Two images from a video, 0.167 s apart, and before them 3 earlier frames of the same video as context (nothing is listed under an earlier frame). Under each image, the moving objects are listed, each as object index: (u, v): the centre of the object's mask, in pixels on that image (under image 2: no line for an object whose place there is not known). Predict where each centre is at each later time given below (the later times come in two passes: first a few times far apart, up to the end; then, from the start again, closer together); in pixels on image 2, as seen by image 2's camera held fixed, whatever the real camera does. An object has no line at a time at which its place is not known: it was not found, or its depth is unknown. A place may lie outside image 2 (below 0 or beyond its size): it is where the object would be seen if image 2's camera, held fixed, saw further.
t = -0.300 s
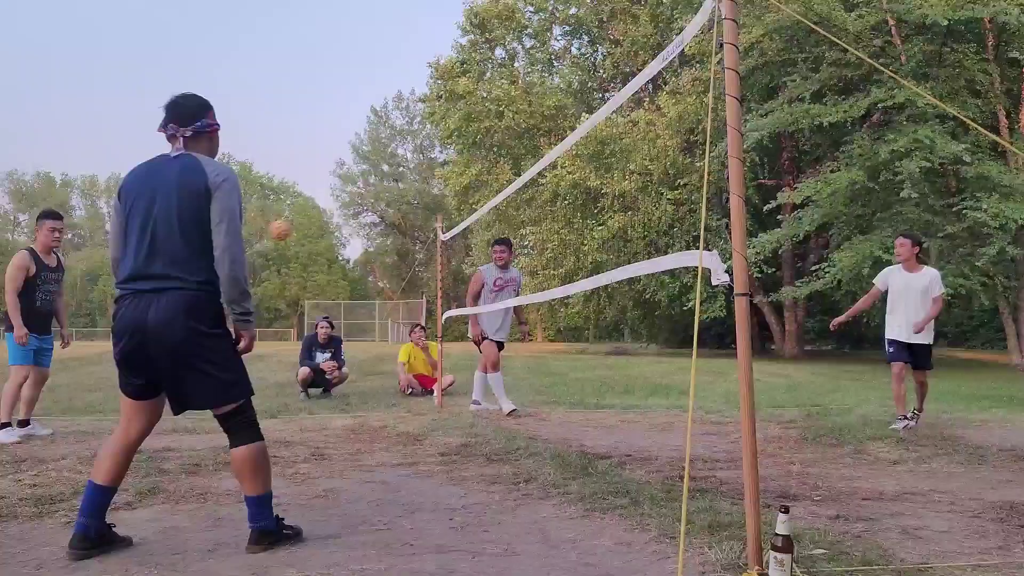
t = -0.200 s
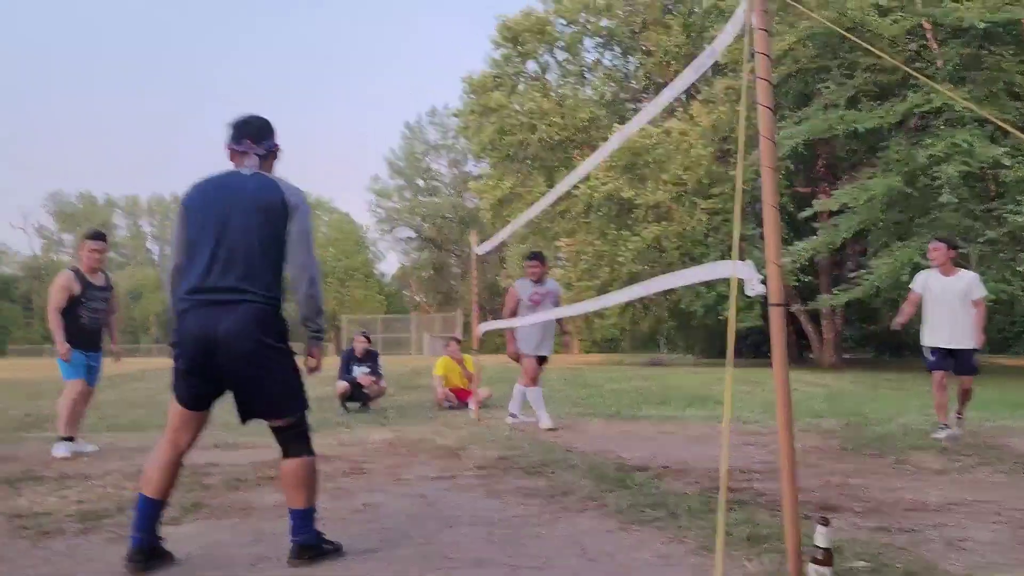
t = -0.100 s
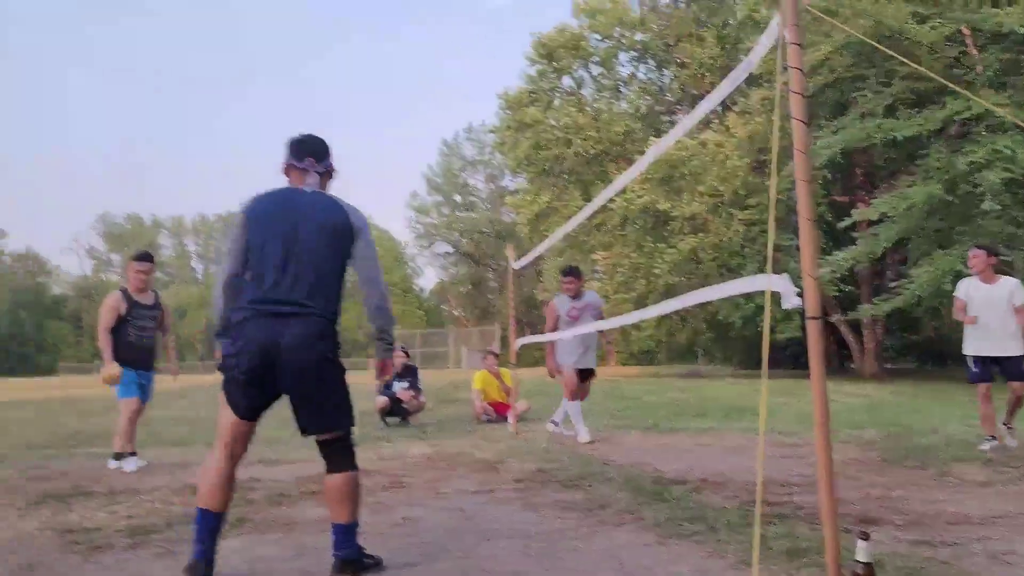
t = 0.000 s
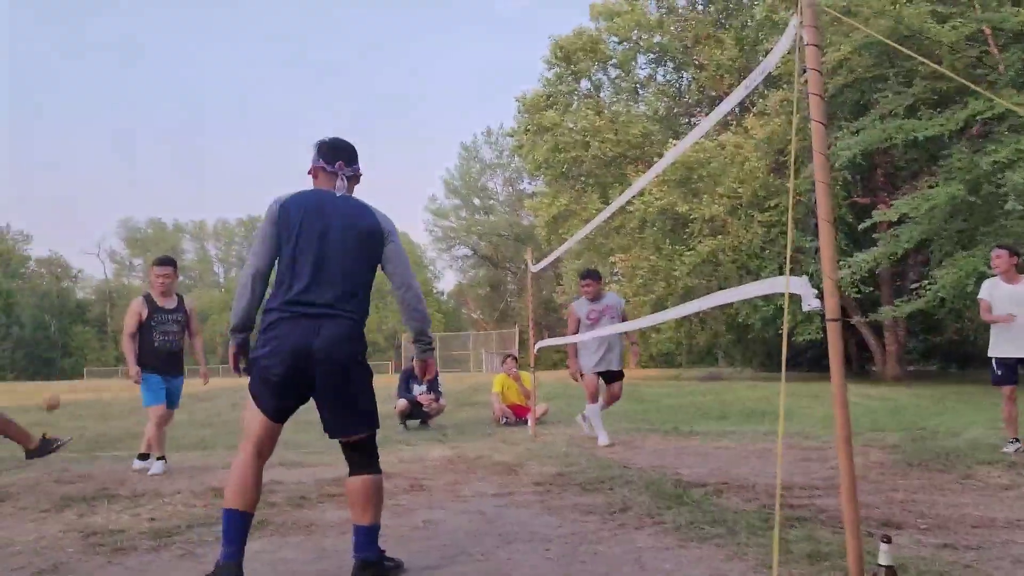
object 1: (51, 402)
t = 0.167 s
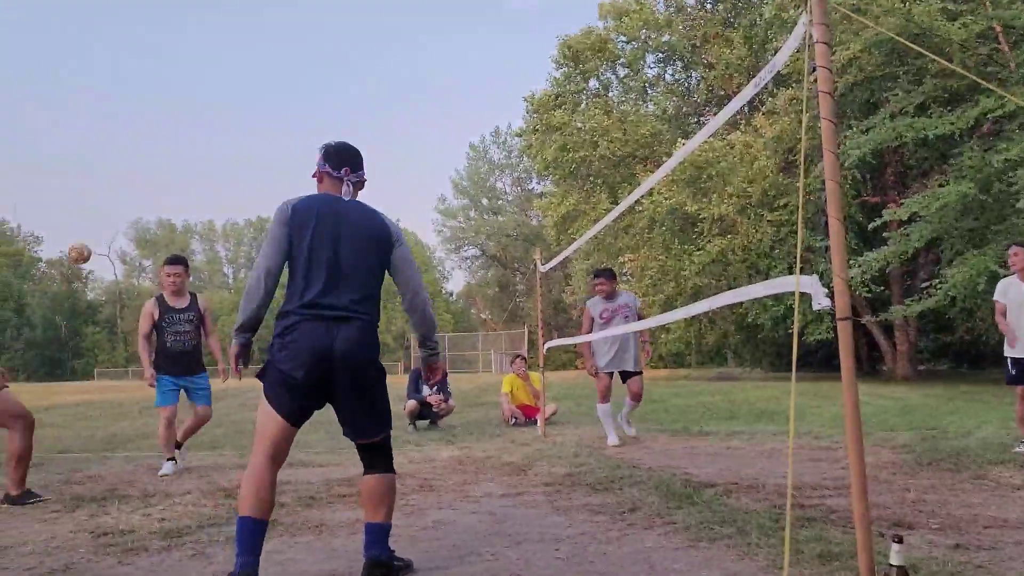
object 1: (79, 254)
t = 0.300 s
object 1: (93, 166)
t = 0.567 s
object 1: (119, 75)
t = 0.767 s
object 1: (140, 83)
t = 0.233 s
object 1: (86, 206)
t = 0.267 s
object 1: (90, 185)
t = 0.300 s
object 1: (93, 166)
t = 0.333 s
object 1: (96, 149)
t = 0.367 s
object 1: (99, 133)
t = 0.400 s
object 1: (102, 119)
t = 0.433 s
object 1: (106, 106)
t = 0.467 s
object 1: (109, 96)
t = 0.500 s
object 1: (112, 88)
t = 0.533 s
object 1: (116, 81)
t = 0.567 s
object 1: (119, 75)
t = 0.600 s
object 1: (122, 72)
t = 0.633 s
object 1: (126, 71)
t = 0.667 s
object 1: (129, 71)
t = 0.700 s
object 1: (132, 73)
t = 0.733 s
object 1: (136, 77)
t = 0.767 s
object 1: (140, 83)
